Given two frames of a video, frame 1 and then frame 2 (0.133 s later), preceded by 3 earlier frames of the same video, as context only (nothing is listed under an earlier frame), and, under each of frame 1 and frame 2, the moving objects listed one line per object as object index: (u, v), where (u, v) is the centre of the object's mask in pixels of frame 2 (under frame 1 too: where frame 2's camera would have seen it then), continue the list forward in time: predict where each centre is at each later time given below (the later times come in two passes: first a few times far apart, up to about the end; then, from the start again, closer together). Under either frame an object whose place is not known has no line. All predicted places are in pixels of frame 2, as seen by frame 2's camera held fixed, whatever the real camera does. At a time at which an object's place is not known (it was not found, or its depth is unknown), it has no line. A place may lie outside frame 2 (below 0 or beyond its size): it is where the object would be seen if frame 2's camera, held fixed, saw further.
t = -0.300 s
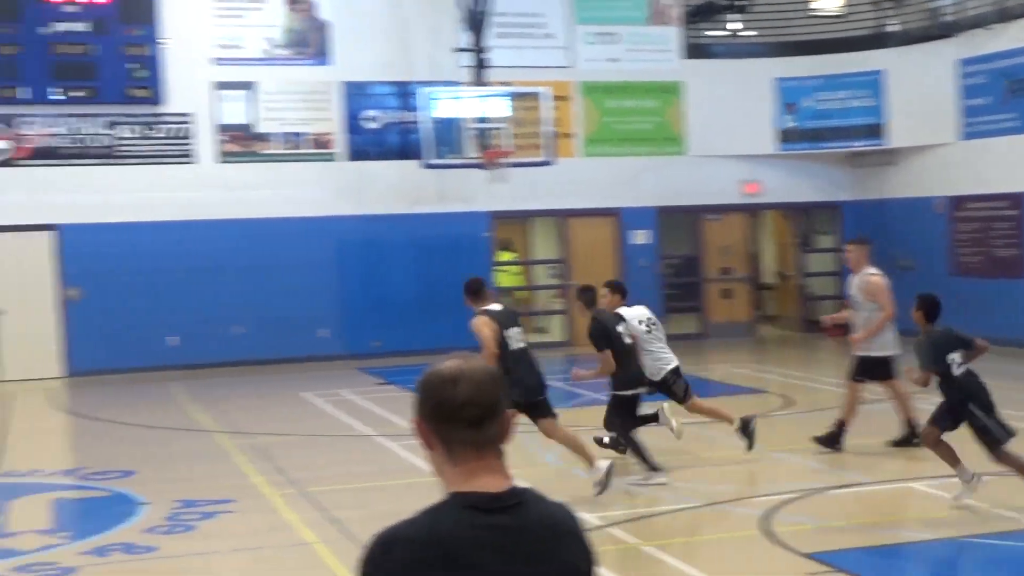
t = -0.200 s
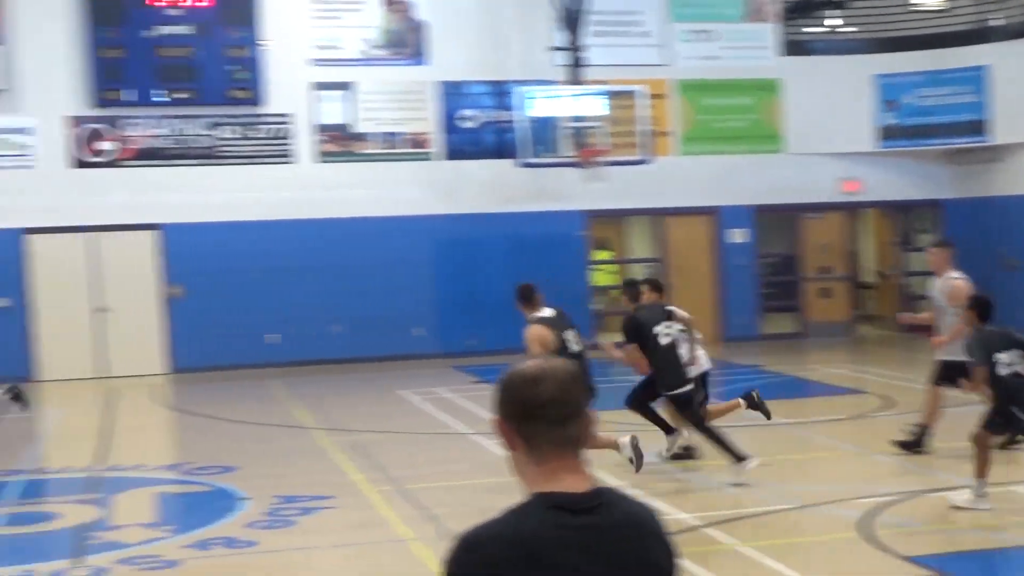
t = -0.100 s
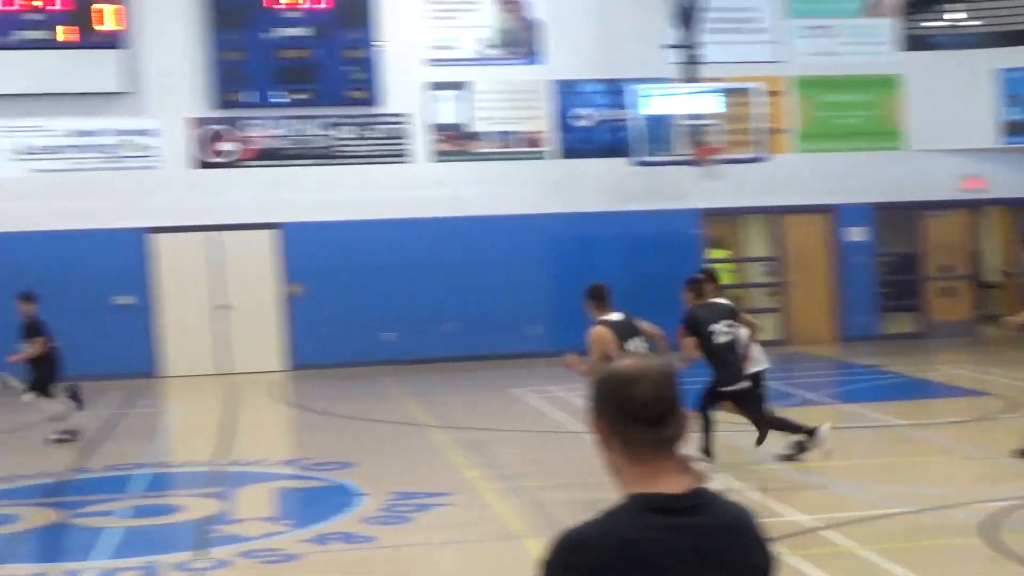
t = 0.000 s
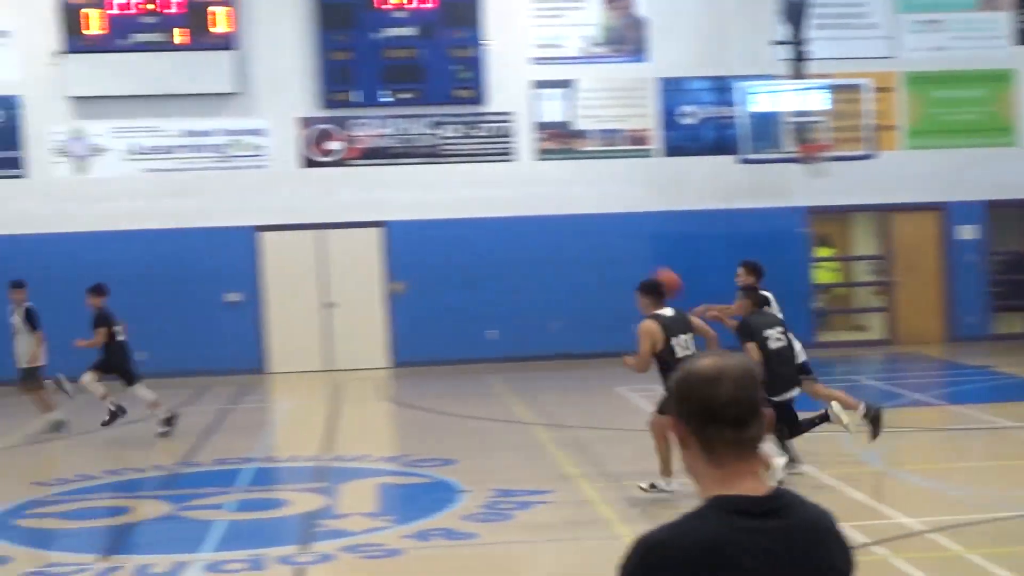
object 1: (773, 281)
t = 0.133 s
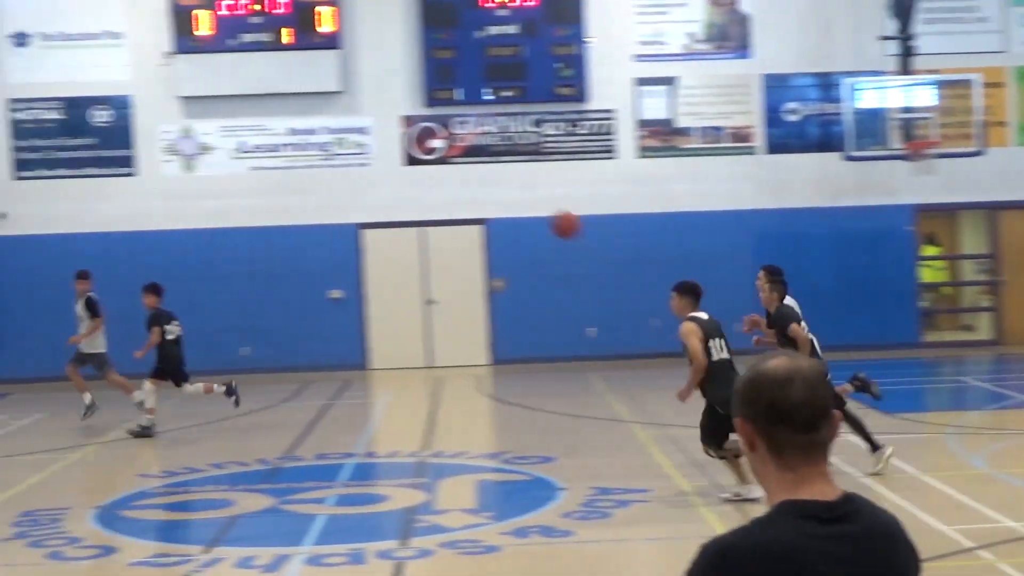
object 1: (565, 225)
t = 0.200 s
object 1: (468, 203)
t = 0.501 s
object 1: (54, 163)
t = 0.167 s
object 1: (517, 213)
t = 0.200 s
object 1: (468, 203)
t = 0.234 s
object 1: (420, 194)
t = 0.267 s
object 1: (373, 186)
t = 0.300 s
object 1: (326, 180)
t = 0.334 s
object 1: (280, 175)
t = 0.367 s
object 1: (234, 170)
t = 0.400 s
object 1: (189, 166)
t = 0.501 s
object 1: (54, 163)
